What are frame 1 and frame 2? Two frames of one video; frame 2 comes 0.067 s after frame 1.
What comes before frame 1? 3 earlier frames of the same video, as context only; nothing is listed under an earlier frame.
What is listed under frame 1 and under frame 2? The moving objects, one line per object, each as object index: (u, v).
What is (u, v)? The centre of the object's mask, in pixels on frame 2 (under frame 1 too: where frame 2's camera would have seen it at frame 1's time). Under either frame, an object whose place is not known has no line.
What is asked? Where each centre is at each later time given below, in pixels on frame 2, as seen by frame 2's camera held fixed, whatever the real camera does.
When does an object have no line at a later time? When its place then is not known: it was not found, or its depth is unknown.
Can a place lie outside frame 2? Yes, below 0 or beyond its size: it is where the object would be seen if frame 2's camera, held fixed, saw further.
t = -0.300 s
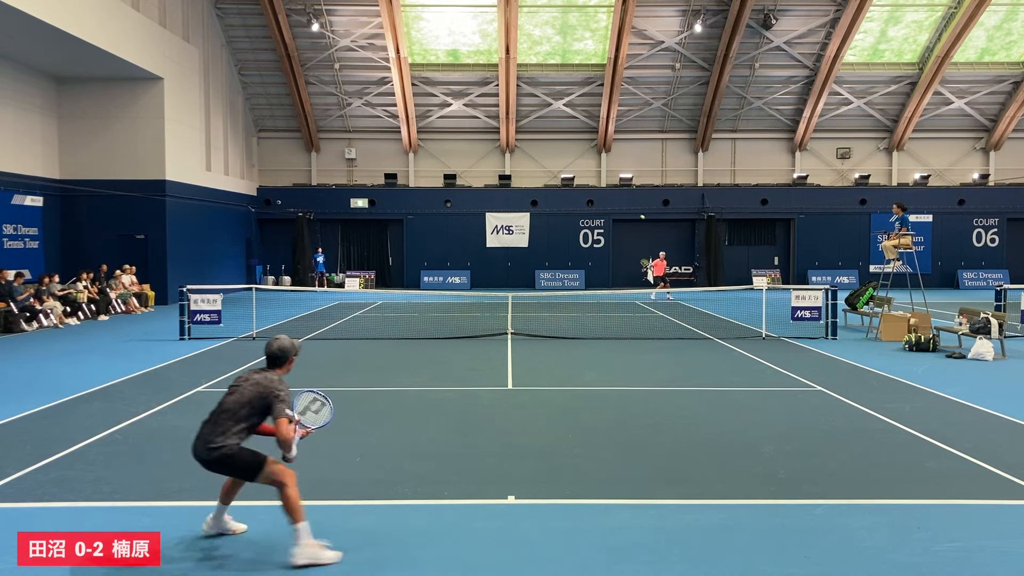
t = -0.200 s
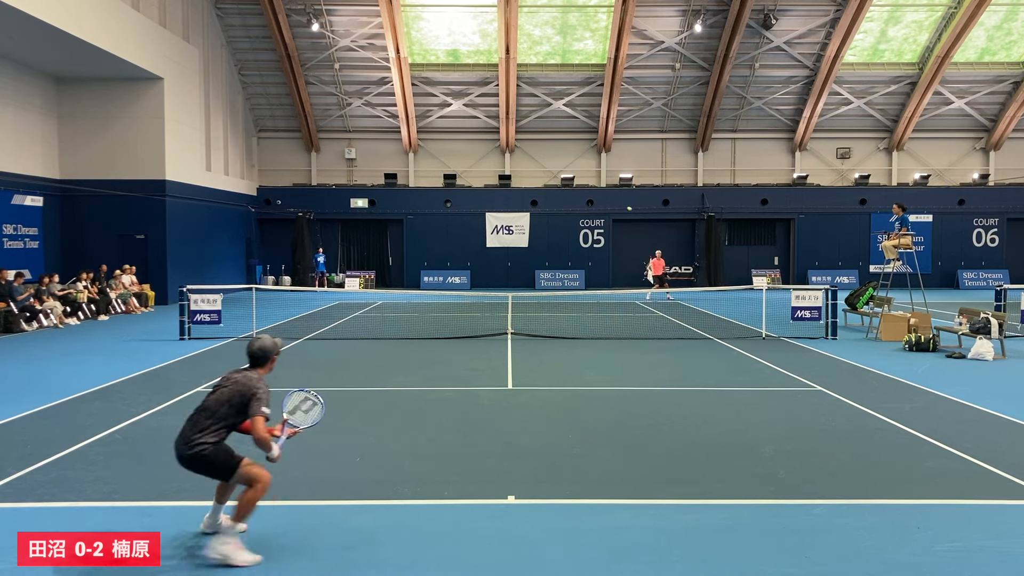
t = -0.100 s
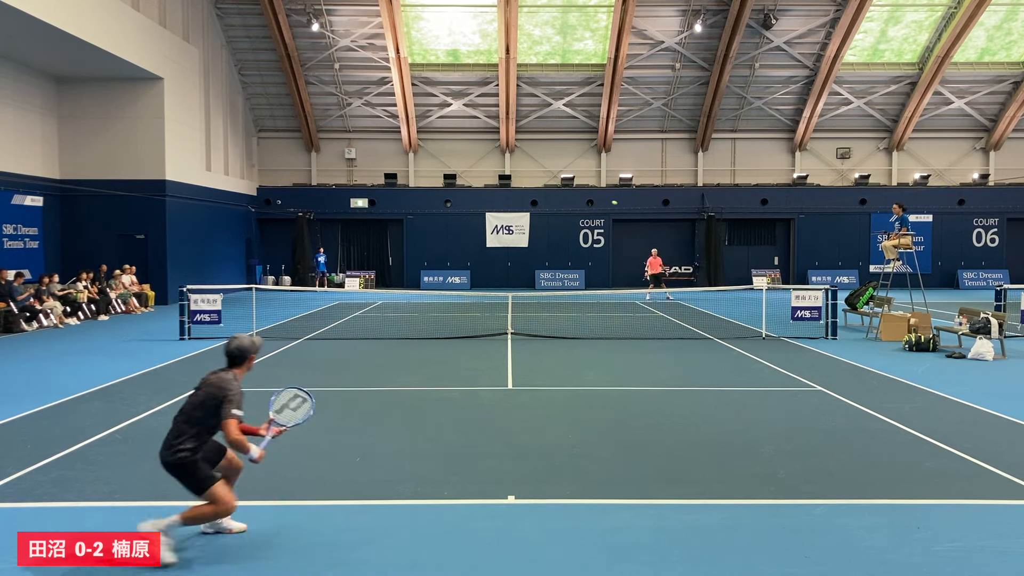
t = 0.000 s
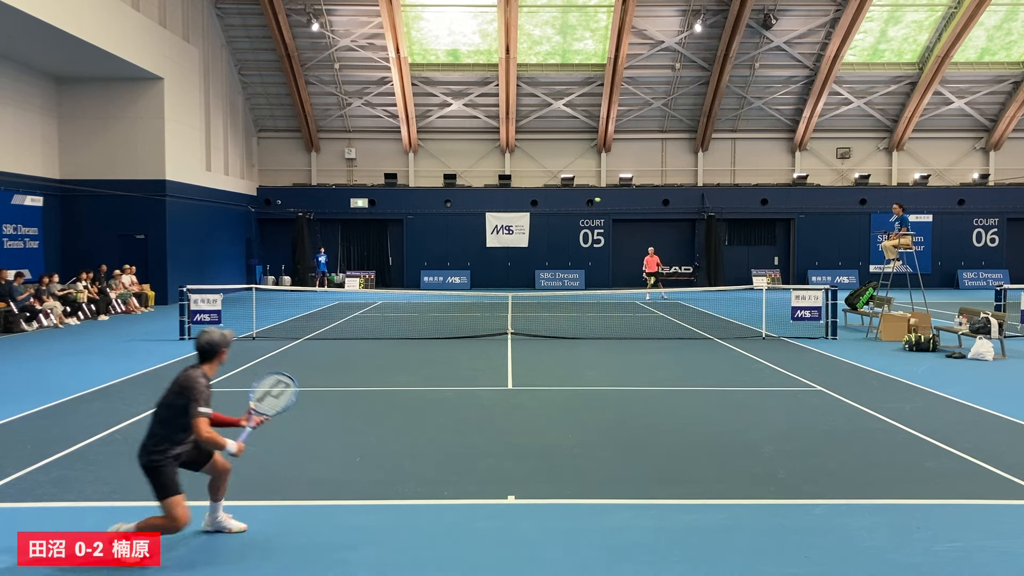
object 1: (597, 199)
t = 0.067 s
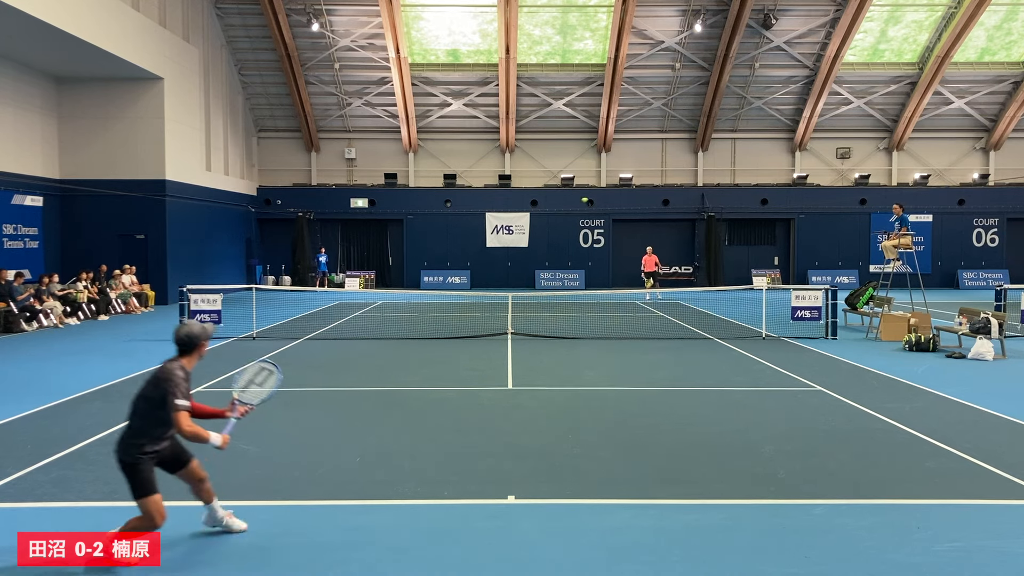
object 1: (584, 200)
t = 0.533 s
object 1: (442, 280)
